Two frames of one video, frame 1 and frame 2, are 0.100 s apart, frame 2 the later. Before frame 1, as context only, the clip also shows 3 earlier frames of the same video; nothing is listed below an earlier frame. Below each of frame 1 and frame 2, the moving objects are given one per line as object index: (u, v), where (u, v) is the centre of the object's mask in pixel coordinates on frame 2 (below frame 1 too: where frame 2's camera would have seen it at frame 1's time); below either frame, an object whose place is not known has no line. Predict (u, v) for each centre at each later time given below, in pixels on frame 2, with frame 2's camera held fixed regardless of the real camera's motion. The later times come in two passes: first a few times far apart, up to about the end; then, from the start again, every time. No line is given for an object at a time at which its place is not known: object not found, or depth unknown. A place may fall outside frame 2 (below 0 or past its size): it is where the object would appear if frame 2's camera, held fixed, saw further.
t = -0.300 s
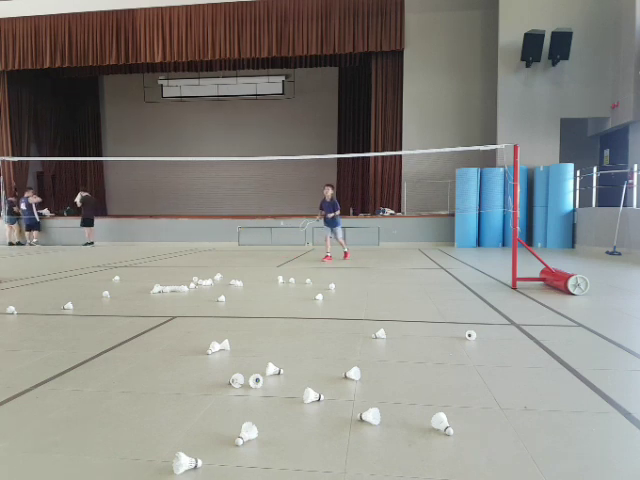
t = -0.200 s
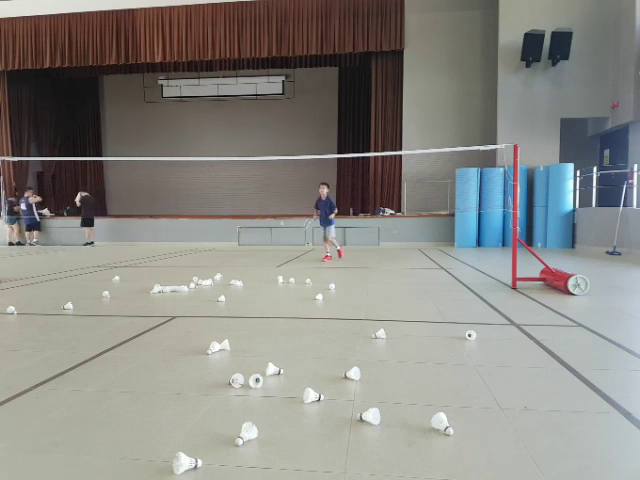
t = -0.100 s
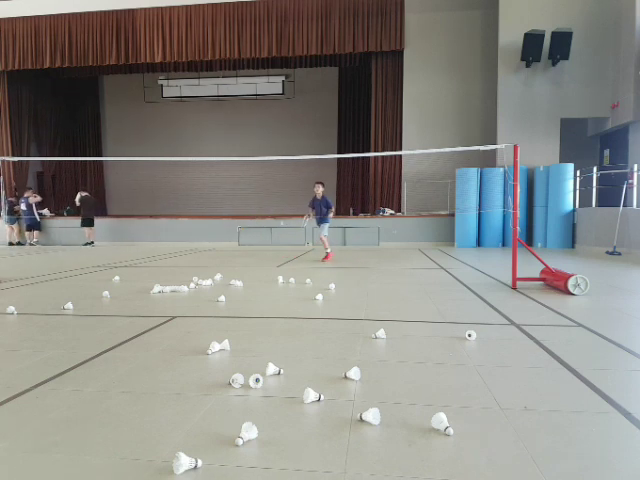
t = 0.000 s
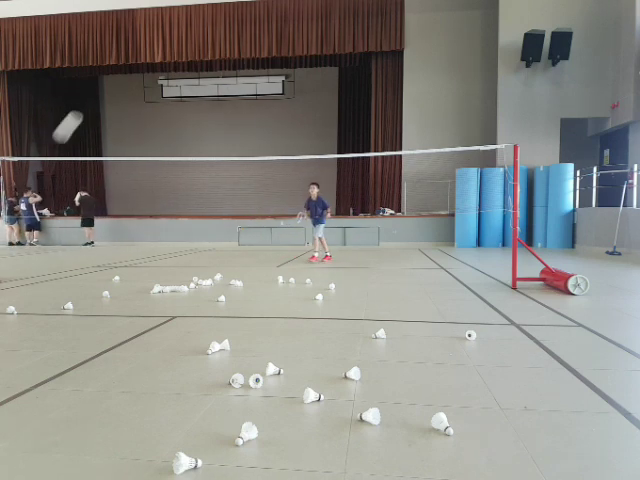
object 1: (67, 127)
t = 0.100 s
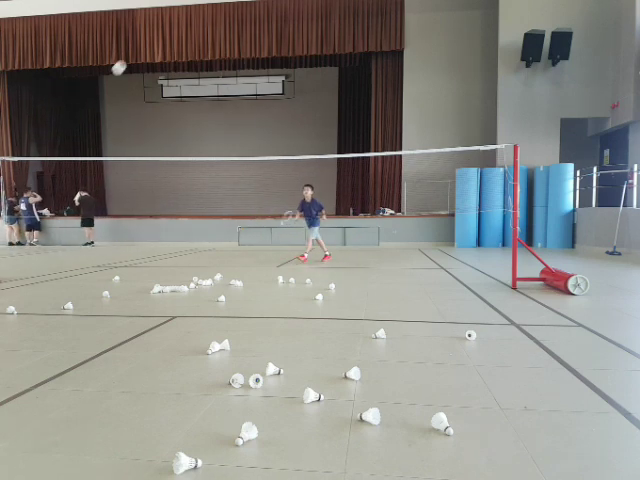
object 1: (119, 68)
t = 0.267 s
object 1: (150, 49)
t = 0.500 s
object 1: (168, 72)
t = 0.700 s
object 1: (179, 111)
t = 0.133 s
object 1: (127, 59)
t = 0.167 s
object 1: (135, 54)
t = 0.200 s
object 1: (141, 51)
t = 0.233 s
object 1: (146, 49)
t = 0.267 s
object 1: (150, 49)
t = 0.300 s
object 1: (153, 50)
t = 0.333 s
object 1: (156, 52)
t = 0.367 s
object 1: (159, 55)
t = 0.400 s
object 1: (162, 58)
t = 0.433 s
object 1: (164, 62)
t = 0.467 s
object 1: (167, 67)
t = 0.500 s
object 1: (168, 72)
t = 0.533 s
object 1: (170, 77)
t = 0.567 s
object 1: (172, 83)
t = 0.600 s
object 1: (174, 90)
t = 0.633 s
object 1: (175, 96)
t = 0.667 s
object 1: (177, 104)
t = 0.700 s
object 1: (179, 111)
